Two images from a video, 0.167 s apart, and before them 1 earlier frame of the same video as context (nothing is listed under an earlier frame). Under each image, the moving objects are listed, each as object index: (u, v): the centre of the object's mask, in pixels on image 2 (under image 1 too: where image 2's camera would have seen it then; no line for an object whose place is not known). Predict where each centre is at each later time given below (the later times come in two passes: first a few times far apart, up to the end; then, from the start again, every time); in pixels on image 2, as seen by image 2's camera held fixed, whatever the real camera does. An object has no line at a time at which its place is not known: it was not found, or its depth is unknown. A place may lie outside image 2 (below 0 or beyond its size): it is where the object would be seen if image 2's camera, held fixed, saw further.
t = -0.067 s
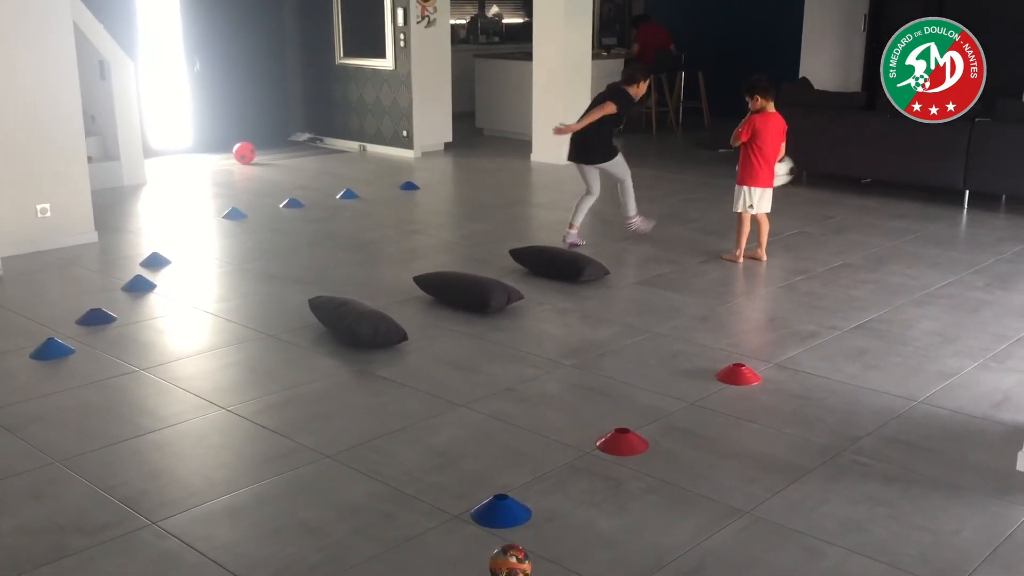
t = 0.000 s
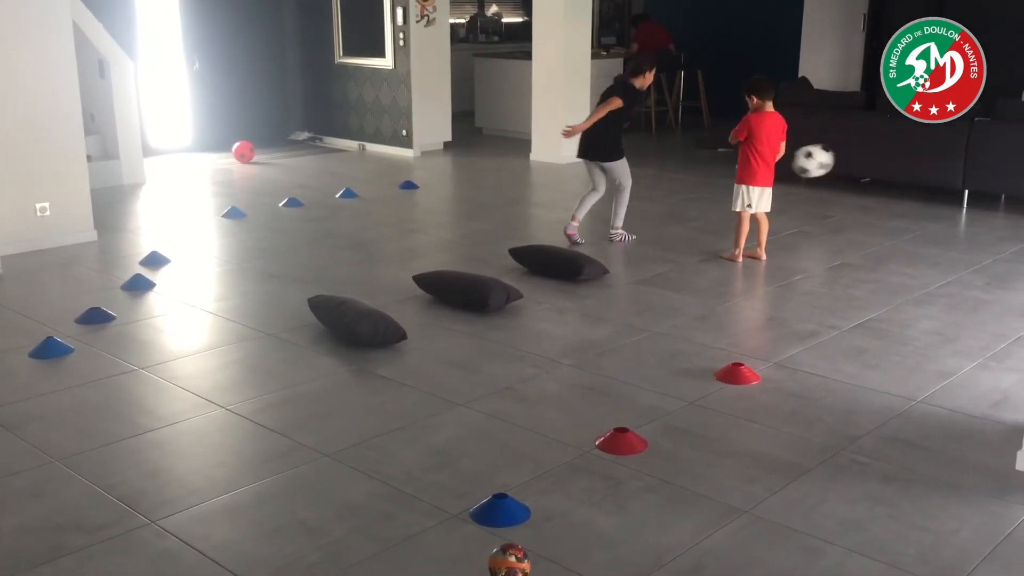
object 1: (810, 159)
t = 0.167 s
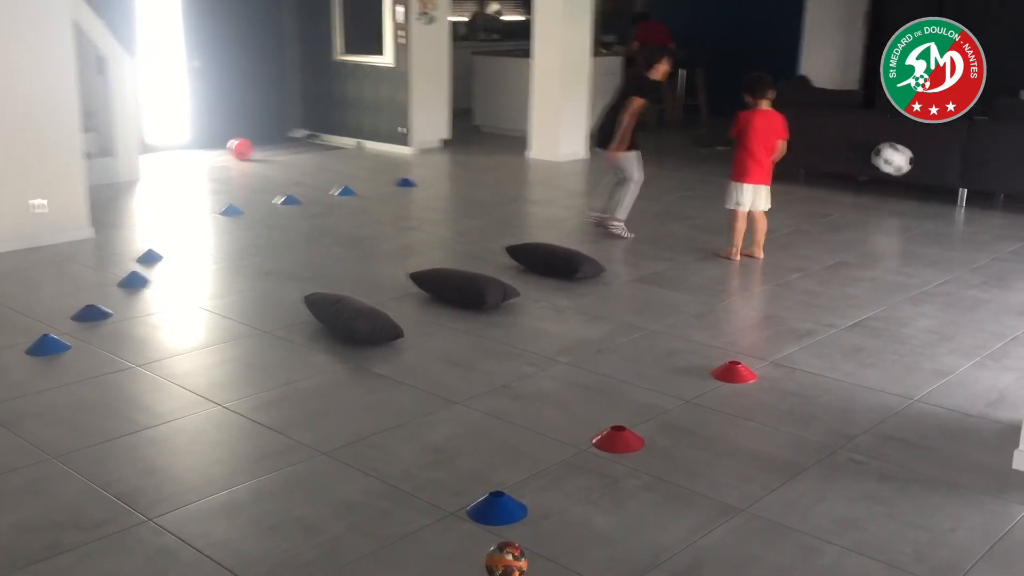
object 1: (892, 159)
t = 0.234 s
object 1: (884, 175)
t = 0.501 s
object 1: (849, 166)
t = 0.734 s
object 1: (817, 198)
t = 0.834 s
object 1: (803, 202)
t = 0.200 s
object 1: (890, 167)
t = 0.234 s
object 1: (884, 175)
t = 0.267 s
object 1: (878, 185)
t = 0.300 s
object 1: (873, 189)
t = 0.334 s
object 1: (869, 183)
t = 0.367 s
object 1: (865, 177)
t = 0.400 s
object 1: (862, 172)
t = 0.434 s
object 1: (858, 169)
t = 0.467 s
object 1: (854, 167)
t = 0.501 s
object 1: (849, 166)
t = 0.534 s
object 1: (845, 167)
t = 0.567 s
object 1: (840, 168)
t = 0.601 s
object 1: (836, 172)
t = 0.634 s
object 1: (831, 176)
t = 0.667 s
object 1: (827, 182)
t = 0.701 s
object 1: (822, 189)
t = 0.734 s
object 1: (817, 198)
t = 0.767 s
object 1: (811, 208)
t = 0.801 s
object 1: (807, 209)
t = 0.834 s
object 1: (803, 202)
